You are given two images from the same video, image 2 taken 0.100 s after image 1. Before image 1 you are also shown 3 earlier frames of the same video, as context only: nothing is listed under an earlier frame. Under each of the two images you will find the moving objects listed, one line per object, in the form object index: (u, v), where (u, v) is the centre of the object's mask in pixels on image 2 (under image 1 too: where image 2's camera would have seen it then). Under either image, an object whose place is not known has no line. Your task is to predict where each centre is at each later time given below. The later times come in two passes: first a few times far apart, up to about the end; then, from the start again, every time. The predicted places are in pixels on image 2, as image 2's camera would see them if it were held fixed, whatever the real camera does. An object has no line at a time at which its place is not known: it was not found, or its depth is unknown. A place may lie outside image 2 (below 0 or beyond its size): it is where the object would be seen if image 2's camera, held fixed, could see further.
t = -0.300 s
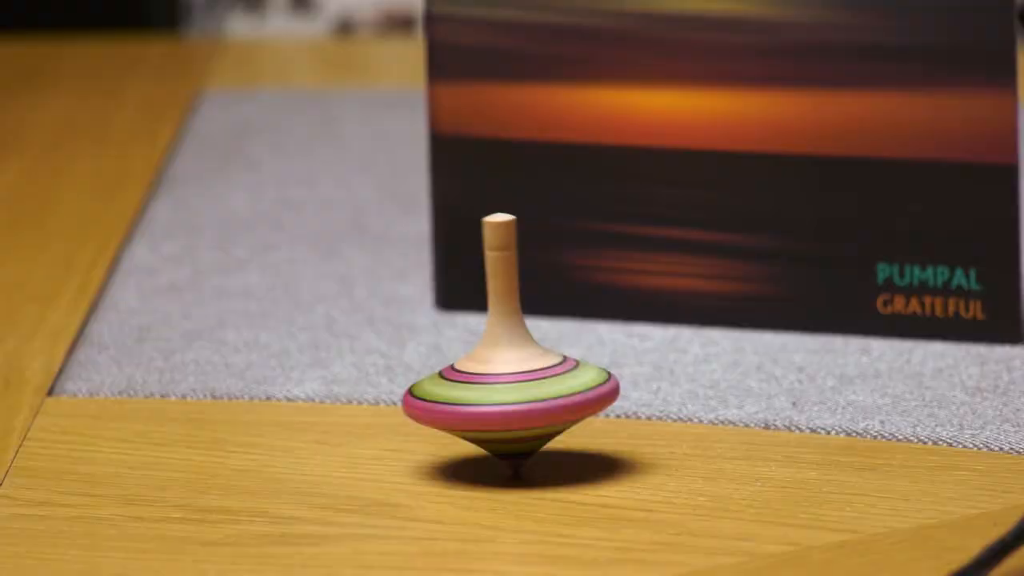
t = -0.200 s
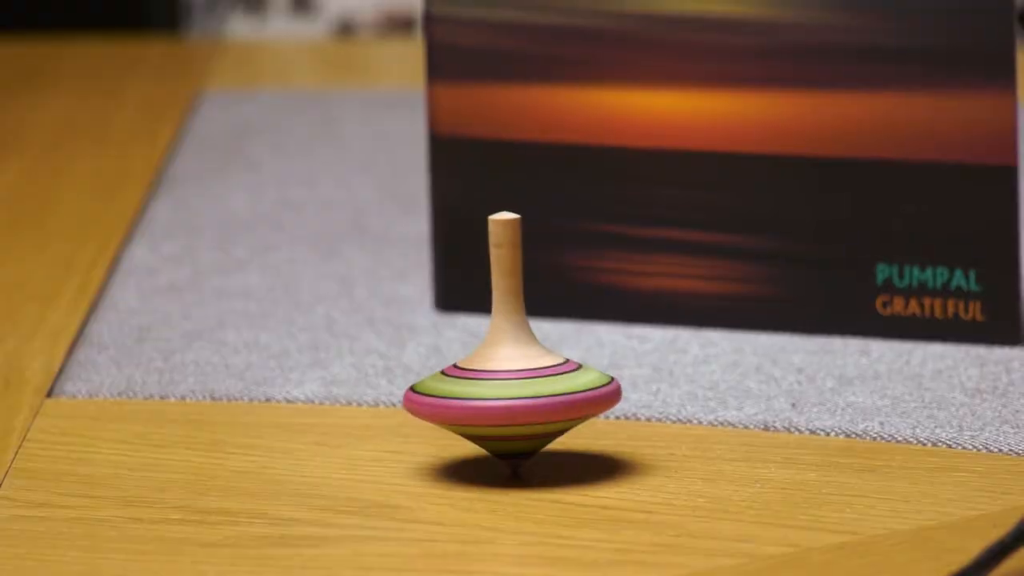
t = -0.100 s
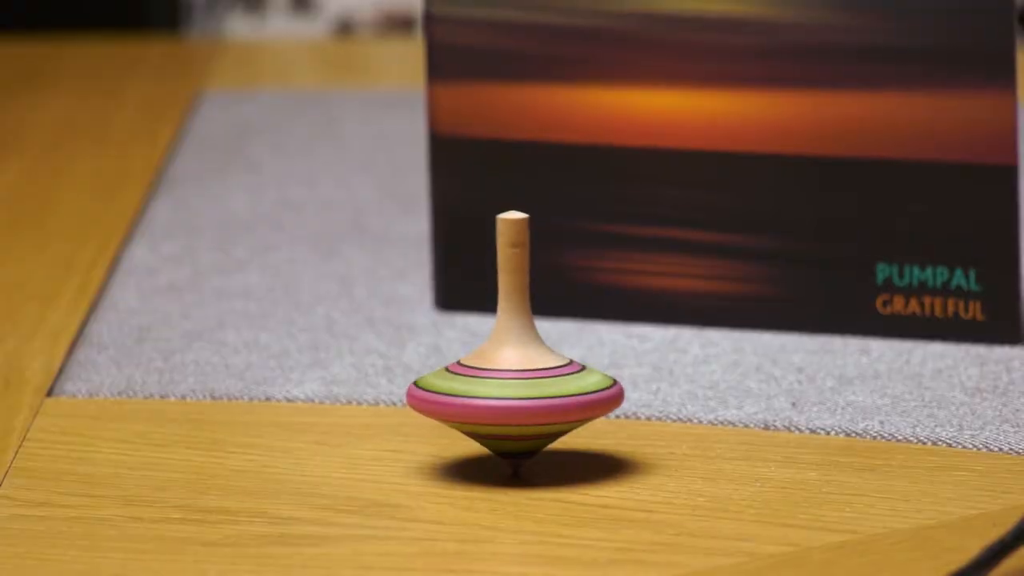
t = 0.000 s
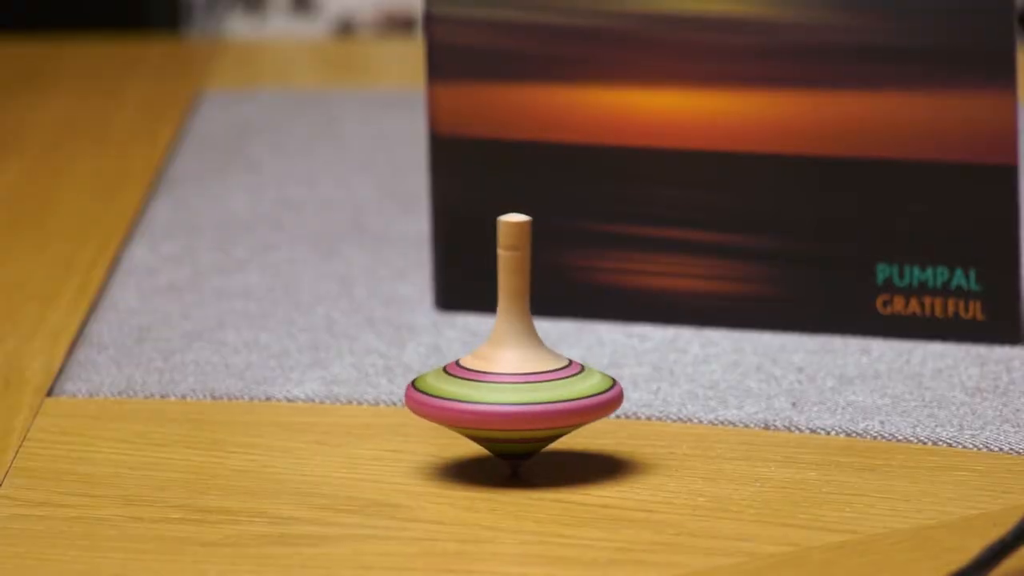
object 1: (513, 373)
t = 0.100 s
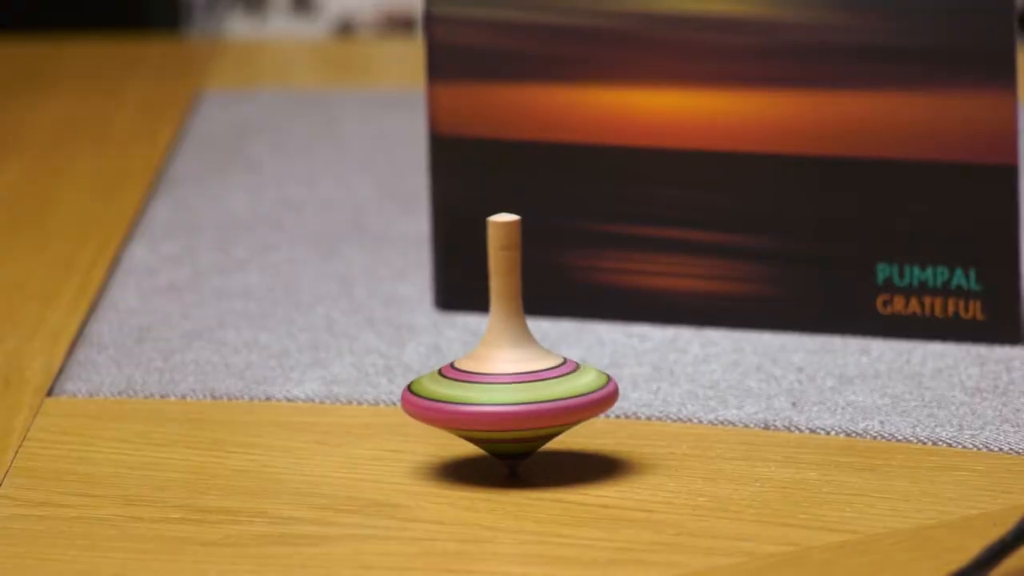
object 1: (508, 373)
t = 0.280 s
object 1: (510, 373)
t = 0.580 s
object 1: (513, 373)
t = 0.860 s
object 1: (513, 373)
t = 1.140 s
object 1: (508, 373)
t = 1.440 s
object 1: (509, 372)
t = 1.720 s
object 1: (513, 373)
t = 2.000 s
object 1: (514, 370)
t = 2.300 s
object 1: (509, 373)
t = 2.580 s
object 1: (513, 372)
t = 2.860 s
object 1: (511, 372)
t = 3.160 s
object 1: (513, 373)
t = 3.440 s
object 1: (512, 373)
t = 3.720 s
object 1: (510, 370)
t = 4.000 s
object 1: (510, 374)
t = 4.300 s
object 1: (517, 374)
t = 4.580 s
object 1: (525, 365)
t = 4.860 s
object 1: (502, 364)
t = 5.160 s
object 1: (486, 375)
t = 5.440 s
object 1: (484, 383)
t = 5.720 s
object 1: (534, 392)
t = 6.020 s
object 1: (547, 374)
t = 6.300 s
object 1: (479, 398)
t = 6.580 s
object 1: (467, 389)
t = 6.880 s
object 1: (596, 407)
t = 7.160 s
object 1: (506, 400)
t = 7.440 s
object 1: (599, 413)
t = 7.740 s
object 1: (536, 392)
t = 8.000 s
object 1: (520, 416)
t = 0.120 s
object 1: (508, 373)
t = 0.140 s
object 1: (510, 371)
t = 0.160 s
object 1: (510, 373)
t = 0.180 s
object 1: (509, 373)
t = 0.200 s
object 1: (511, 372)
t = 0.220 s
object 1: (509, 372)
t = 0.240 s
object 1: (508, 373)
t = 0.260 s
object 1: (510, 372)
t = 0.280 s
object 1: (510, 373)
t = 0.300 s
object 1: (510, 372)
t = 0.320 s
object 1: (513, 372)
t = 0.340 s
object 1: (512, 372)
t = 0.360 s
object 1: (512, 372)
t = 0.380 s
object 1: (514, 372)
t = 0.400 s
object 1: (512, 372)
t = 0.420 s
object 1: (511, 373)
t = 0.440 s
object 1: (513, 372)
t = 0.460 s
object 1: (513, 373)
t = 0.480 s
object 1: (513, 372)
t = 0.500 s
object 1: (515, 373)
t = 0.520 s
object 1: (513, 373)
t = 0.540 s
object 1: (513, 373)
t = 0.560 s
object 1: (514, 373)
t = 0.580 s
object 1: (513, 373)
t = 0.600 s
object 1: (513, 373)
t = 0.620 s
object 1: (514, 373)
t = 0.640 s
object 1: (512, 373)
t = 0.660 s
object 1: (512, 373)
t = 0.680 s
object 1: (514, 373)
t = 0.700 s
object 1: (512, 373)
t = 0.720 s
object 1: (513, 373)
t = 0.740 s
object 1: (513, 373)
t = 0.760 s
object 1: (511, 373)
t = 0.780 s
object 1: (512, 372)
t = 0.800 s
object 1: (513, 373)
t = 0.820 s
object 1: (511, 373)
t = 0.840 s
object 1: (511, 372)
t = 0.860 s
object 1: (513, 373)
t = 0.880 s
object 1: (511, 372)
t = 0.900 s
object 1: (511, 372)
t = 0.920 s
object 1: (513, 372)
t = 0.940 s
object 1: (511, 372)
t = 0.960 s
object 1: (512, 371)
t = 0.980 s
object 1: (514, 372)
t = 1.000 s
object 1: (512, 372)
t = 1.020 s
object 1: (513, 371)
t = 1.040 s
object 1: (515, 372)
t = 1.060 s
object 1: (512, 372)
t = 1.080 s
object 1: (512, 373)
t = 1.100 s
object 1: (512, 373)
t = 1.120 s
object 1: (509, 372)
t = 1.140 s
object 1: (508, 373)
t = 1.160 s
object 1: (510, 373)
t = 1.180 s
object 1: (509, 373)
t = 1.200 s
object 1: (510, 371)
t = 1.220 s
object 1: (512, 372)
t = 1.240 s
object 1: (511, 372)
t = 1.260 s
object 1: (512, 372)
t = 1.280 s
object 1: (513, 373)
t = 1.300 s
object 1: (510, 372)
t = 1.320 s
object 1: (509, 373)
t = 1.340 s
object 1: (510, 373)
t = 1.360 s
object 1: (508, 372)
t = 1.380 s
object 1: (508, 372)
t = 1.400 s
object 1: (510, 372)
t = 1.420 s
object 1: (509, 372)
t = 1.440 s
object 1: (509, 372)
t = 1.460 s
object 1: (510, 372)
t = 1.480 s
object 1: (510, 372)
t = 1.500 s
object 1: (510, 372)
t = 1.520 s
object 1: (512, 372)
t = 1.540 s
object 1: (511, 372)
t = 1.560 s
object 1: (511, 372)
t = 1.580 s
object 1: (513, 371)
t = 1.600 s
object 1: (512, 372)
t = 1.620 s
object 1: (511, 373)
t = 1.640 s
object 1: (513, 372)
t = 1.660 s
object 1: (512, 372)
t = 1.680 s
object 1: (510, 373)
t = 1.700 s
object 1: (512, 371)
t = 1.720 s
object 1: (513, 373)
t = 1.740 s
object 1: (512, 372)
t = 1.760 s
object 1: (514, 372)
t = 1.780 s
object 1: (514, 372)
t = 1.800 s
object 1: (512, 373)
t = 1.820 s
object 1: (513, 372)
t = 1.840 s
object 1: (512, 373)
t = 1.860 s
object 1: (509, 373)
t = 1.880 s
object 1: (510, 373)
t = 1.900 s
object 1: (510, 373)
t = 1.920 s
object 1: (508, 372)
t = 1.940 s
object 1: (510, 371)
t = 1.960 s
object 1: (512, 371)
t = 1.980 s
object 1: (512, 372)
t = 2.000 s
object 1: (514, 370)
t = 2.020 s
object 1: (516, 371)
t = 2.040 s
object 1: (514, 371)
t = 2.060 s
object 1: (514, 372)
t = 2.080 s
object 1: (516, 372)
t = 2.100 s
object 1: (514, 372)
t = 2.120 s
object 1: (514, 372)
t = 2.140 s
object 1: (515, 373)
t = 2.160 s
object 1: (511, 372)
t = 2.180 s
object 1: (511, 373)
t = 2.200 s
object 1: (512, 373)
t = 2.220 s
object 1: (511, 373)
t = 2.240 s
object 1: (511, 372)
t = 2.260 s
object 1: (512, 373)
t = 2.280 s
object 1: (510, 372)
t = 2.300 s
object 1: (509, 373)
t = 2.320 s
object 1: (511, 372)
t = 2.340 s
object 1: (511, 373)
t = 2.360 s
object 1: (509, 373)
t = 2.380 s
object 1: (512, 371)
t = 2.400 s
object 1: (513, 372)
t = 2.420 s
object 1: (511, 372)
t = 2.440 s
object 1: (513, 371)
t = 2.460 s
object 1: (514, 373)
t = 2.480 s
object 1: (513, 373)
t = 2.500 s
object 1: (514, 371)
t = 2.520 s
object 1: (515, 373)
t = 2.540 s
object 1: (512, 372)
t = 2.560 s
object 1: (512, 372)
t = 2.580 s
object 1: (513, 372)
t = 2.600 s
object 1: (513, 373)
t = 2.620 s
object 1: (513, 372)
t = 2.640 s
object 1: (514, 372)
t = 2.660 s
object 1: (512, 372)
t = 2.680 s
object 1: (510, 373)
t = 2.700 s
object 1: (511, 373)
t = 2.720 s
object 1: (511, 373)
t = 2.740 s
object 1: (510, 373)
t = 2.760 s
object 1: (512, 371)
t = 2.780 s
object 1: (512, 372)
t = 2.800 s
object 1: (510, 372)
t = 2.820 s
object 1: (511, 372)
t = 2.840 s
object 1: (513, 372)
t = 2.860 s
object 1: (511, 372)
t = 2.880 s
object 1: (513, 371)
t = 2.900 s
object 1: (515, 372)
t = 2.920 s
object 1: (513, 372)
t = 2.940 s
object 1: (514, 372)
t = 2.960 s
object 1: (515, 372)
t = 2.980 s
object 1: (514, 372)
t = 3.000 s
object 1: (513, 373)
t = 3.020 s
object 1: (515, 372)
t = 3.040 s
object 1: (514, 373)
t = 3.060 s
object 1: (513, 373)
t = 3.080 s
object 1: (514, 372)
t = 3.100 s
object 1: (513, 373)
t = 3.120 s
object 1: (511, 373)
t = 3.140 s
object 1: (512, 372)
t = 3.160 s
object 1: (513, 373)
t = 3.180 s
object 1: (511, 372)
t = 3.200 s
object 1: (512, 371)
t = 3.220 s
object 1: (513, 372)
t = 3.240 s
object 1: (511, 372)
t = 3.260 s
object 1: (510, 373)
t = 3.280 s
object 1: (511, 372)
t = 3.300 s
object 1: (510, 373)
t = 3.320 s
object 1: (509, 373)
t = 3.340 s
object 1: (511, 371)
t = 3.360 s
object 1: (511, 372)
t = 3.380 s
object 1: (510, 372)
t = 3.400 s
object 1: (511, 371)
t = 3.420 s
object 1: (513, 372)
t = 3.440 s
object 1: (512, 373)
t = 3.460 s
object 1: (513, 372)
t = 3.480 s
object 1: (514, 373)
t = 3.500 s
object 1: (512, 373)
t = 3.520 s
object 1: (513, 373)
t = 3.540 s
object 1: (515, 373)
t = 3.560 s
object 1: (513, 373)
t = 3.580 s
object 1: (511, 374)
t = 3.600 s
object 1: (512, 373)
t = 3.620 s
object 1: (511, 373)
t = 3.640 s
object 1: (508, 373)
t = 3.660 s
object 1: (508, 373)
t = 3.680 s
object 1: (509, 373)
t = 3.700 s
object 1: (508, 372)
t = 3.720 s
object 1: (510, 370)
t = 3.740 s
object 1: (513, 370)
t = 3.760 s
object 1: (514, 371)
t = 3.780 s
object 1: (515, 369)
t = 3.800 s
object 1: (518, 370)
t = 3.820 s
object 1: (518, 372)
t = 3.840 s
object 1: (516, 372)
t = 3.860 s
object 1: (517, 372)
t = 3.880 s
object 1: (516, 373)
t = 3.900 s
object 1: (513, 373)
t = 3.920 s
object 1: (512, 374)
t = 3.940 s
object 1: (512, 374)
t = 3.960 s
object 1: (509, 374)
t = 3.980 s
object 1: (509, 374)
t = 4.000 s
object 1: (510, 374)
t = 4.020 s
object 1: (508, 373)
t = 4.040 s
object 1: (506, 373)
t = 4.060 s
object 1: (507, 372)
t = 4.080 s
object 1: (508, 372)
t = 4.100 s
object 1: (508, 372)
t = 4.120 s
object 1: (510, 369)
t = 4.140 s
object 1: (513, 370)
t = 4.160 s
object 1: (514, 371)
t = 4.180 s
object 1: (515, 370)
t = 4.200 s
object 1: (518, 370)
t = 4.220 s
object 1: (517, 372)
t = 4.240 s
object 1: (518, 372)
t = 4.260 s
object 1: (520, 371)
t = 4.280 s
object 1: (519, 373)
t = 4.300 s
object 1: (517, 374)
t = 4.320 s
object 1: (517, 375)
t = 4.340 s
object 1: (515, 375)
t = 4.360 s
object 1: (511, 374)
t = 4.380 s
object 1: (508, 375)
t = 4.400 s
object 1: (506, 375)
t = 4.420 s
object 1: (501, 374)
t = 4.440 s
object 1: (498, 374)
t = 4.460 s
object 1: (498, 373)
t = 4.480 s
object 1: (499, 373)
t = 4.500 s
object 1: (500, 371)
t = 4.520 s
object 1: (505, 366)
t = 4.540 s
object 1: (512, 365)
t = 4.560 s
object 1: (518, 366)
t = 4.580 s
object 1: (525, 365)
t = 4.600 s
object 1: (532, 367)
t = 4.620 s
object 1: (534, 374)
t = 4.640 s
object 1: (532, 376)
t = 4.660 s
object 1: (530, 378)
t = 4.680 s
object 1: (522, 378)
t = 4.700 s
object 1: (510, 378)
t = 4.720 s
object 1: (501, 379)
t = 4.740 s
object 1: (494, 379)
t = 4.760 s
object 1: (486, 379)
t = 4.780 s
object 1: (485, 378)
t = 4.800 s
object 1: (486, 373)
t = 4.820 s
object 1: (490, 370)
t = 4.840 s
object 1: (493, 368)
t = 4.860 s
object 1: (502, 364)
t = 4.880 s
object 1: (510, 365)
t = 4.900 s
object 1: (516, 366)
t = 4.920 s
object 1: (524, 364)
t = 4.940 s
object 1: (531, 366)
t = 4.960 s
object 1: (532, 373)
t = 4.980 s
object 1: (531, 375)
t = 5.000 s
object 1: (529, 378)
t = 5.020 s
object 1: (524, 378)
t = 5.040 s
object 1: (514, 378)
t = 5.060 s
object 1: (505, 380)
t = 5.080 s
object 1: (497, 380)
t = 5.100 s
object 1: (487, 380)
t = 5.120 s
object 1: (483, 380)
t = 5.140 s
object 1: (484, 377)
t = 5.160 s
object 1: (486, 375)
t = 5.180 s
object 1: (489, 371)
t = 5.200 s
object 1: (497, 364)
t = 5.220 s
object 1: (508, 364)
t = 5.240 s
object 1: (516, 364)
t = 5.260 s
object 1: (526, 363)
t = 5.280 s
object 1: (535, 365)
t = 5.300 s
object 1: (538, 373)
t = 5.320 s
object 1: (536, 376)
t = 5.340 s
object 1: (534, 380)
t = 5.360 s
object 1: (527, 381)
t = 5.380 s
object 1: (514, 382)
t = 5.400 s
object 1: (503, 383)
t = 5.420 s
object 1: (494, 383)
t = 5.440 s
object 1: (484, 383)
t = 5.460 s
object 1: (478, 382)
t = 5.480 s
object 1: (478, 379)
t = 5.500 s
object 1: (479, 376)
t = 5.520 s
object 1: (481, 373)
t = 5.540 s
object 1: (488, 367)
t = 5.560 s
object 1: (499, 365)
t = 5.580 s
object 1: (509, 365)
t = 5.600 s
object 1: (521, 364)
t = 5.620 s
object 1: (535, 364)
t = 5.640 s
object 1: (545, 369)
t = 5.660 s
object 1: (549, 376)
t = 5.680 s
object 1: (550, 383)
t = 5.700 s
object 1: (546, 388)
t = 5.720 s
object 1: (534, 392)
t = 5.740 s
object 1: (521, 395)
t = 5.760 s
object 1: (508, 398)
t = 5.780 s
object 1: (492, 398)
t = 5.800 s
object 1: (479, 396)
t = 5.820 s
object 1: (471, 395)
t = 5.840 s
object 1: (463, 392)
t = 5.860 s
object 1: (459, 389)
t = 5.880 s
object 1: (462, 385)
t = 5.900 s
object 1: (470, 379)
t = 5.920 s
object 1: (478, 377)
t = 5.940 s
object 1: (488, 373)
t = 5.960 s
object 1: (505, 369)
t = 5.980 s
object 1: (521, 371)
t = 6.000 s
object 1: (535, 372)
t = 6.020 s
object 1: (547, 374)
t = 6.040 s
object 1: (555, 378)
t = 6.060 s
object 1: (557, 381)
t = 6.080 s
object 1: (558, 386)
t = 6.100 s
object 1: (557, 391)
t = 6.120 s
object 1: (552, 394)
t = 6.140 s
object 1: (542, 398)
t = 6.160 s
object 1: (534, 401)
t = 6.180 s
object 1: (526, 403)
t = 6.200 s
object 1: (515, 404)
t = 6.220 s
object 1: (506, 404)
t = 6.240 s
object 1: (498, 404)
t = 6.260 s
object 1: (491, 403)
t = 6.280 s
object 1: (484, 401)
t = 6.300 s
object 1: (479, 398)
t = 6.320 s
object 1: (474, 396)
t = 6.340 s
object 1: (471, 396)
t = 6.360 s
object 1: (469, 393)
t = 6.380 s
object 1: (468, 391)
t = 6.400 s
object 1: (468, 390)
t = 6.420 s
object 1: (468, 389)
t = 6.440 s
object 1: (468, 389)
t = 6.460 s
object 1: (470, 388)
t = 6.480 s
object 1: (471, 388)
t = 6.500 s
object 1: (471, 388)
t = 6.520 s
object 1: (470, 388)
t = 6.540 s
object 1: (469, 389)
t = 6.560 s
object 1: (468, 389)
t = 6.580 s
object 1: (467, 389)
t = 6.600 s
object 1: (464, 390)
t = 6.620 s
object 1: (462, 392)
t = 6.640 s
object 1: (459, 393)
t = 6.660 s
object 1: (458, 395)
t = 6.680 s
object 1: (459, 399)
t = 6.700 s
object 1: (462, 402)
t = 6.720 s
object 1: (469, 406)
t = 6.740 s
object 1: (479, 411)
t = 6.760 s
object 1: (491, 414)
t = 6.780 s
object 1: (505, 416)
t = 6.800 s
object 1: (521, 417)
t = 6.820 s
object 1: (541, 416)
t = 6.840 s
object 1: (560, 414)
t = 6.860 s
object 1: (580, 410)
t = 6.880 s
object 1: (596, 407)
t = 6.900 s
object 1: (607, 405)
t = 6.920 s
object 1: (613, 403)
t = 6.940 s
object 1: (614, 397)
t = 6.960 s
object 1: (610, 394)
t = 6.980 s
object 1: (602, 391)
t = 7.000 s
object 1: (592, 390)
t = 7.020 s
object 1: (579, 389)
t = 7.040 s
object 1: (565, 387)
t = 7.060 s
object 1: (552, 387)
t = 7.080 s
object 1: (539, 389)
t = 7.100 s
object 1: (528, 390)
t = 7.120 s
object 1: (518, 393)
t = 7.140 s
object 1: (511, 397)
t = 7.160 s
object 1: (506, 400)
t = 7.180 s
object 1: (505, 403)
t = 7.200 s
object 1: (505, 407)
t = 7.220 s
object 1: (507, 411)
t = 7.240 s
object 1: (512, 414)
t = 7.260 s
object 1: (518, 416)
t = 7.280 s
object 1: (525, 418)
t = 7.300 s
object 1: (534, 420)
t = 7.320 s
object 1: (543, 422)
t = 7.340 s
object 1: (552, 422)
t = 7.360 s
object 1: (562, 422)
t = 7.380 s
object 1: (571, 422)
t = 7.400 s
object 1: (581, 420)
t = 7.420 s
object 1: (590, 417)
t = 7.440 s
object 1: (599, 413)
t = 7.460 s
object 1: (607, 410)
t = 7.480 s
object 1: (611, 408)
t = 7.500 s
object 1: (615, 406)
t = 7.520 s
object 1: (617, 403)
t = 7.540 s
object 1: (616, 399)
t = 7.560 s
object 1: (613, 395)
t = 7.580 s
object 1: (608, 394)
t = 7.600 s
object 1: (601, 392)
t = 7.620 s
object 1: (593, 392)
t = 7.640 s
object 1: (584, 391)
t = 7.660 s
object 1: (573, 391)
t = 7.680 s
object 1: (563, 391)
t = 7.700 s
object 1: (554, 390)
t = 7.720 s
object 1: (544, 391)
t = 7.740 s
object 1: (536, 392)
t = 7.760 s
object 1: (529, 393)
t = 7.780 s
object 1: (522, 394)
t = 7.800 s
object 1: (516, 396)
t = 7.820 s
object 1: (512, 398)
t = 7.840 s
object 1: (509, 399)
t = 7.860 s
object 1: (507, 401)
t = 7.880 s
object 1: (506, 403)
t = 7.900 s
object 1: (506, 405)
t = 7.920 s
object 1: (507, 407)
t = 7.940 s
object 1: (508, 409)
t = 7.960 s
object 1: (512, 411)
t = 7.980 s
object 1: (518, 415)
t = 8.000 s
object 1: (520, 416)
